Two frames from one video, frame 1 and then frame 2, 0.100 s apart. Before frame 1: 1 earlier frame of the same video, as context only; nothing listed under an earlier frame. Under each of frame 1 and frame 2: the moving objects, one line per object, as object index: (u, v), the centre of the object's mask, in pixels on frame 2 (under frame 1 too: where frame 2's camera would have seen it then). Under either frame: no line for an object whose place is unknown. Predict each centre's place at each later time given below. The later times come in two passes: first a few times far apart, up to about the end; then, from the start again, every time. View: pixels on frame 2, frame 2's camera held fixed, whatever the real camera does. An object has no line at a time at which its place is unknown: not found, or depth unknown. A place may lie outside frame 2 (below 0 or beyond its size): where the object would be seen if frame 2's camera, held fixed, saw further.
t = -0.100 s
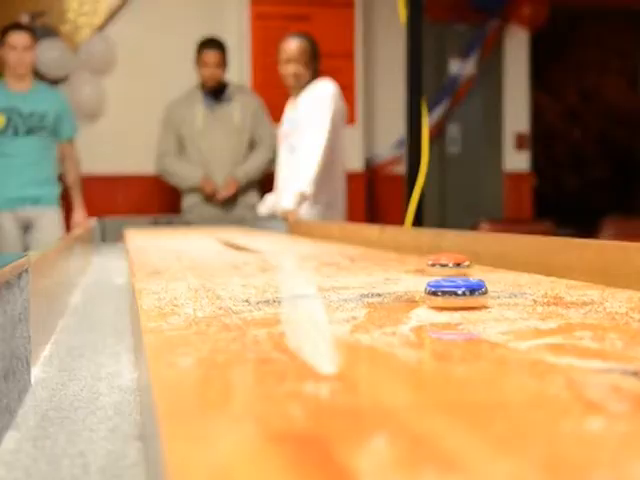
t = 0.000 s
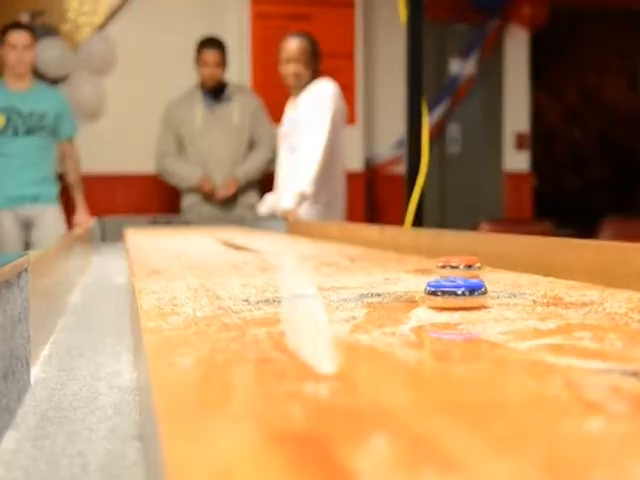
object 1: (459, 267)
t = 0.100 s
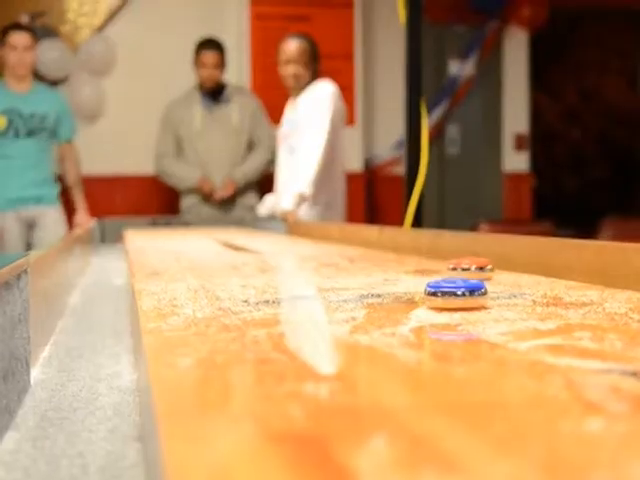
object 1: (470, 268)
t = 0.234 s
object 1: (486, 270)
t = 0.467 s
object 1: (509, 275)
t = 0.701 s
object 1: (534, 278)
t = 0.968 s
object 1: (560, 283)
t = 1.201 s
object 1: (581, 287)
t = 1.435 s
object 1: (603, 290)
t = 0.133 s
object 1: (474, 268)
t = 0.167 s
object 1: (478, 269)
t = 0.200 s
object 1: (482, 269)
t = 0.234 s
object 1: (486, 270)
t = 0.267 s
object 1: (489, 270)
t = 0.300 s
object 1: (493, 271)
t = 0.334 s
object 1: (496, 272)
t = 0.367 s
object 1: (500, 272)
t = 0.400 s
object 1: (503, 273)
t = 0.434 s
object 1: (506, 274)
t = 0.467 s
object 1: (509, 275)
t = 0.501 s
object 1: (513, 275)
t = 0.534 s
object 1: (516, 276)
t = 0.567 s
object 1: (520, 276)
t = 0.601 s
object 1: (523, 276)
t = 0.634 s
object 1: (527, 277)
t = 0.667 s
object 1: (531, 278)
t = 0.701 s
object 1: (534, 278)
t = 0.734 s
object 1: (537, 279)
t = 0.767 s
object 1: (540, 279)
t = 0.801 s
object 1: (544, 280)
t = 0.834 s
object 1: (546, 280)
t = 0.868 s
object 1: (550, 281)
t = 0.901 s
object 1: (553, 282)
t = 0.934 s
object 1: (556, 282)
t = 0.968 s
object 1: (560, 283)
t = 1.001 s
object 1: (563, 283)
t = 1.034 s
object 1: (566, 284)
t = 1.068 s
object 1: (569, 284)
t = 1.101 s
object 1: (572, 285)
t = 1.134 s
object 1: (576, 285)
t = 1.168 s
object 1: (578, 286)
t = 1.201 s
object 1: (581, 287)
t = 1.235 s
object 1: (585, 287)
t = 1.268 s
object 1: (588, 288)
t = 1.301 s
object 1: (591, 288)
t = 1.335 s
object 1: (593, 289)
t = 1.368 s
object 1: (597, 289)
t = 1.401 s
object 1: (600, 290)
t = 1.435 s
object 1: (603, 290)
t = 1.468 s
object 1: (605, 291)
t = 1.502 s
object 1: (607, 291)
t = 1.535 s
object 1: (608, 292)
